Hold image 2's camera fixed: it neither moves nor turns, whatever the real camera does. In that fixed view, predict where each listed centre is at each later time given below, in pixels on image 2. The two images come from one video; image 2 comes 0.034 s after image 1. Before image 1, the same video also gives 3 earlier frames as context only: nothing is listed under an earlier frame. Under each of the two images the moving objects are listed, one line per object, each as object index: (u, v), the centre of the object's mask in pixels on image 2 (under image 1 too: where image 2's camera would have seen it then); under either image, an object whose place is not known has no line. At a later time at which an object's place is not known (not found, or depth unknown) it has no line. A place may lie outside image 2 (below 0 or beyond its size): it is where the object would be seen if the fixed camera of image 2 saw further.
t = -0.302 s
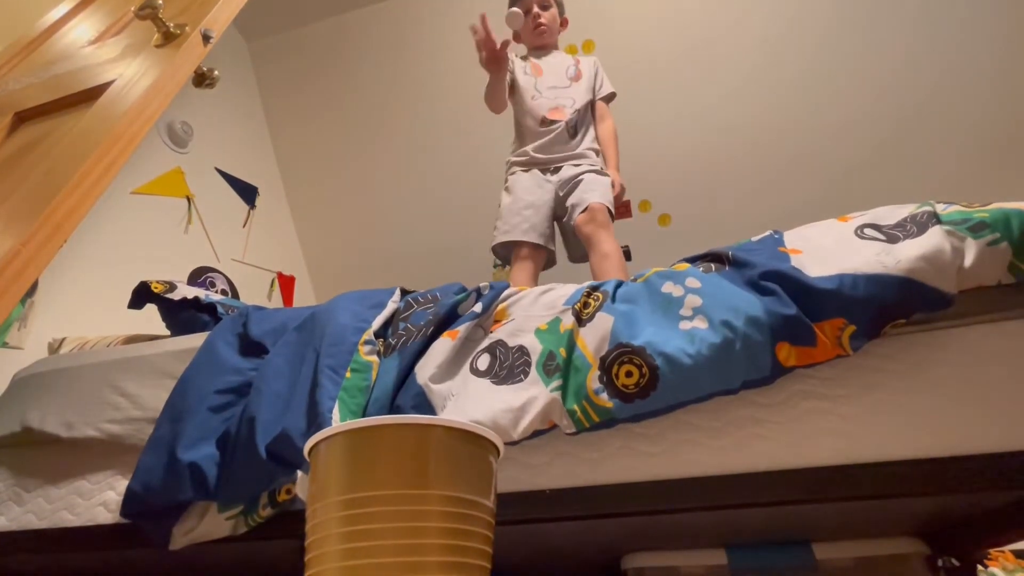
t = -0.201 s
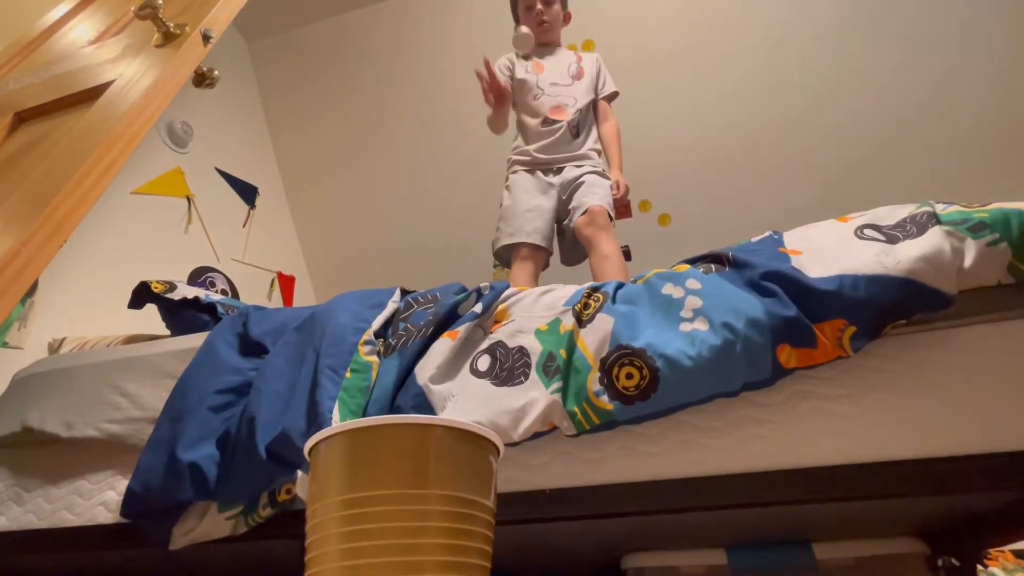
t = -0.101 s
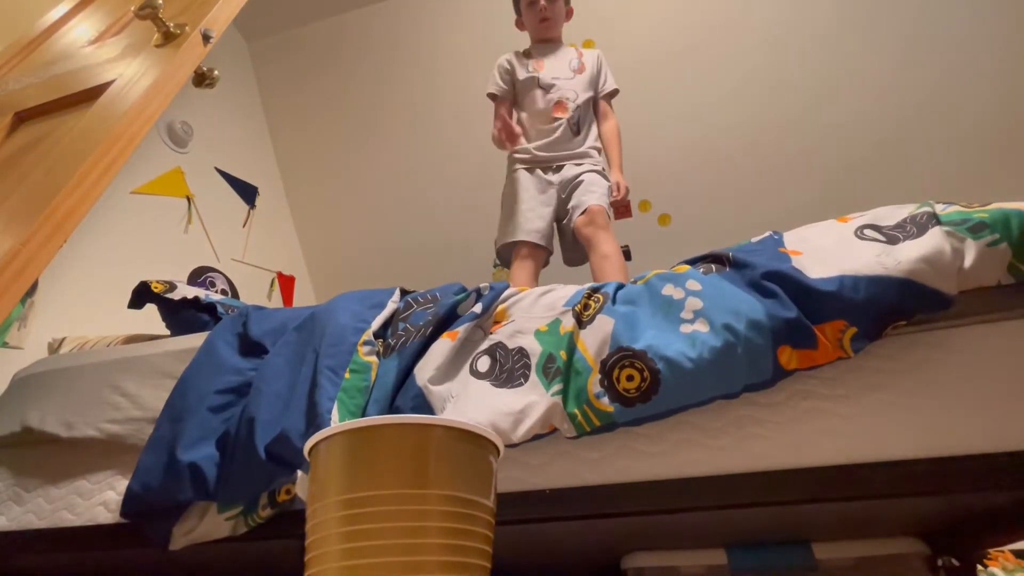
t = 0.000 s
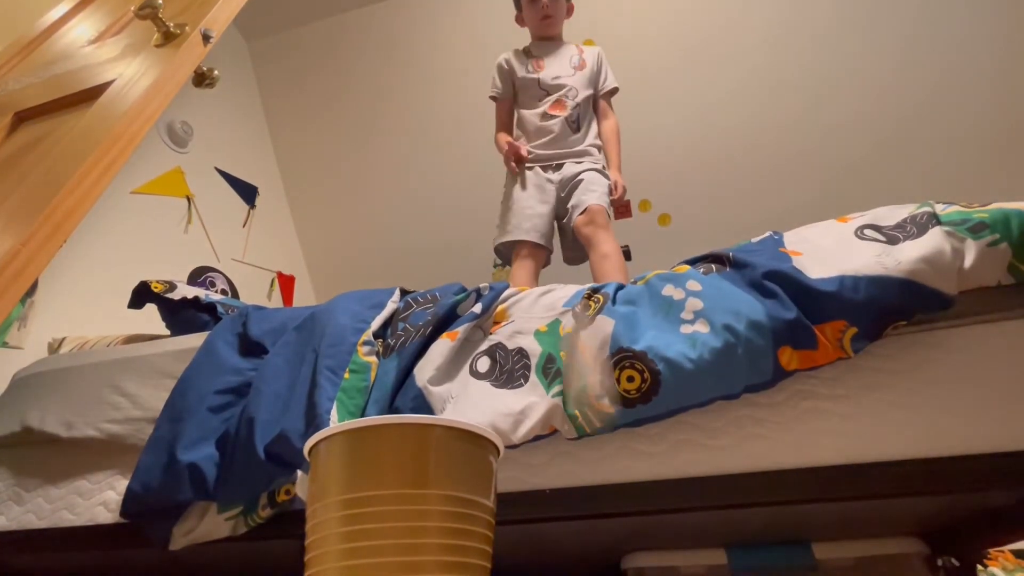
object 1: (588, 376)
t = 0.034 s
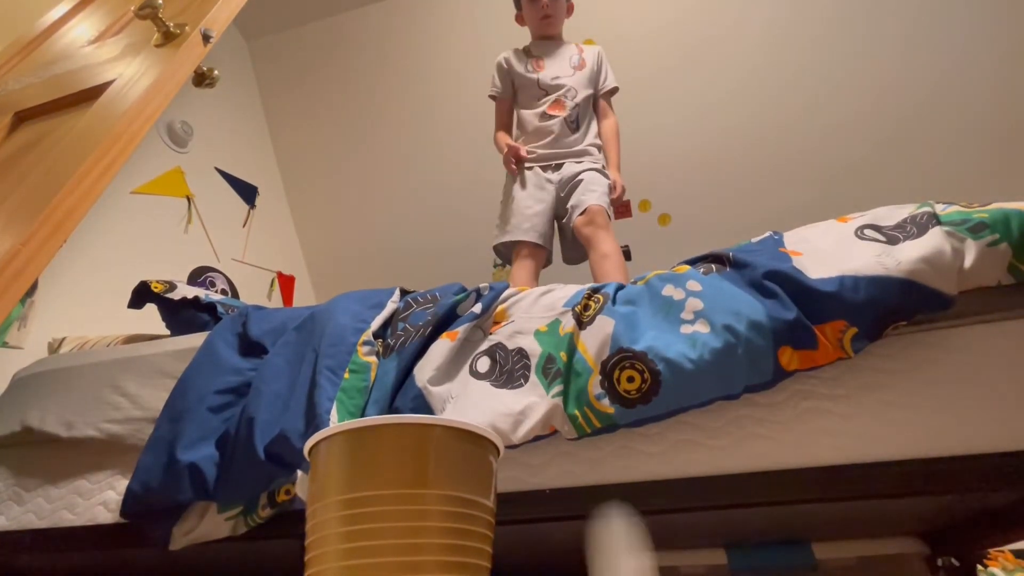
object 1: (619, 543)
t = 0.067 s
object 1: (624, 547)
